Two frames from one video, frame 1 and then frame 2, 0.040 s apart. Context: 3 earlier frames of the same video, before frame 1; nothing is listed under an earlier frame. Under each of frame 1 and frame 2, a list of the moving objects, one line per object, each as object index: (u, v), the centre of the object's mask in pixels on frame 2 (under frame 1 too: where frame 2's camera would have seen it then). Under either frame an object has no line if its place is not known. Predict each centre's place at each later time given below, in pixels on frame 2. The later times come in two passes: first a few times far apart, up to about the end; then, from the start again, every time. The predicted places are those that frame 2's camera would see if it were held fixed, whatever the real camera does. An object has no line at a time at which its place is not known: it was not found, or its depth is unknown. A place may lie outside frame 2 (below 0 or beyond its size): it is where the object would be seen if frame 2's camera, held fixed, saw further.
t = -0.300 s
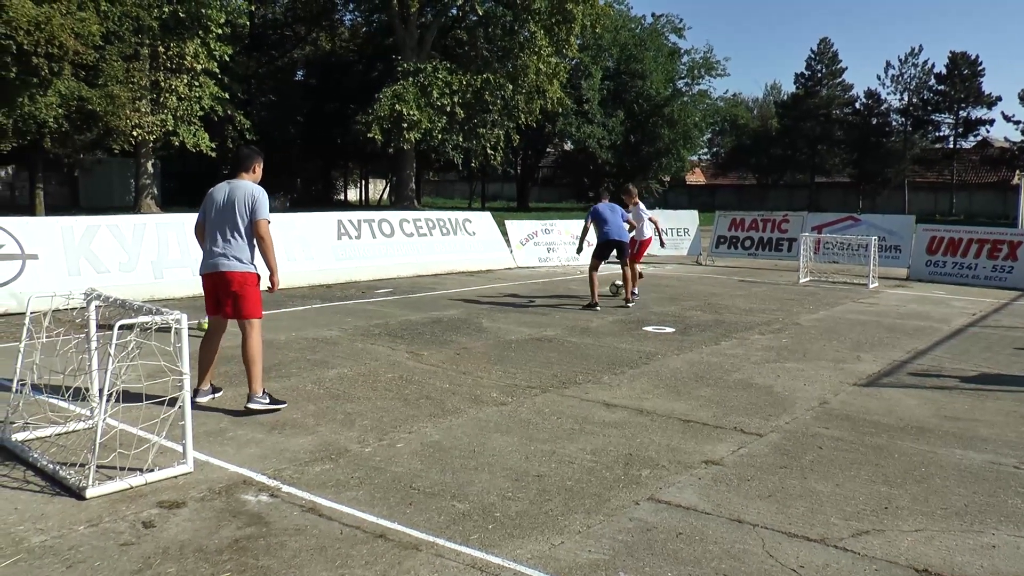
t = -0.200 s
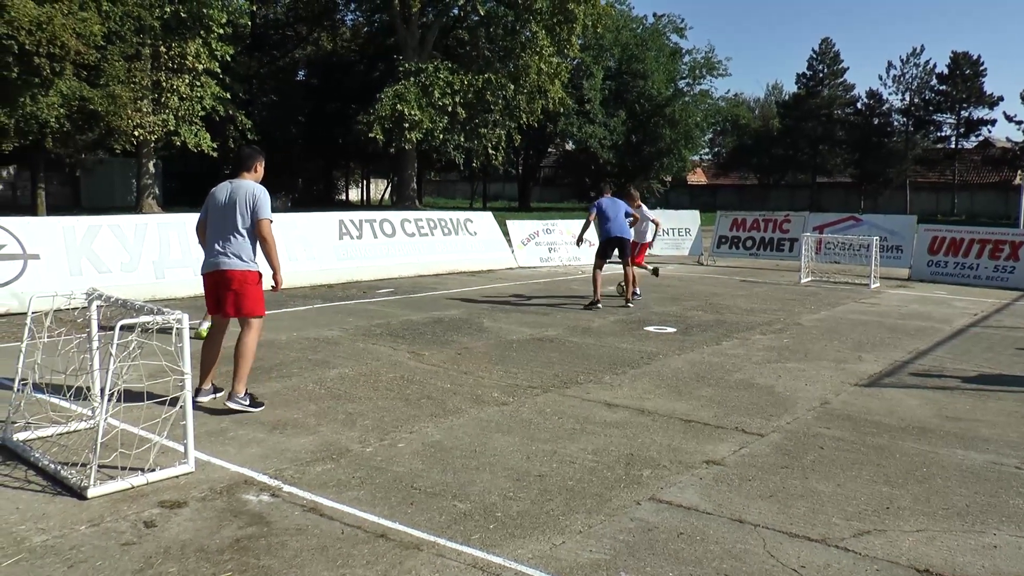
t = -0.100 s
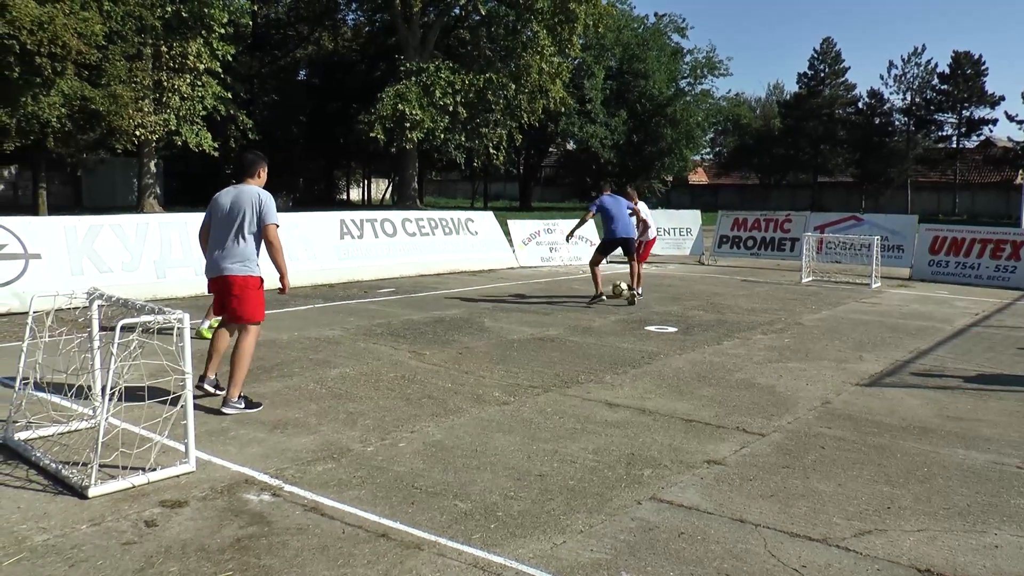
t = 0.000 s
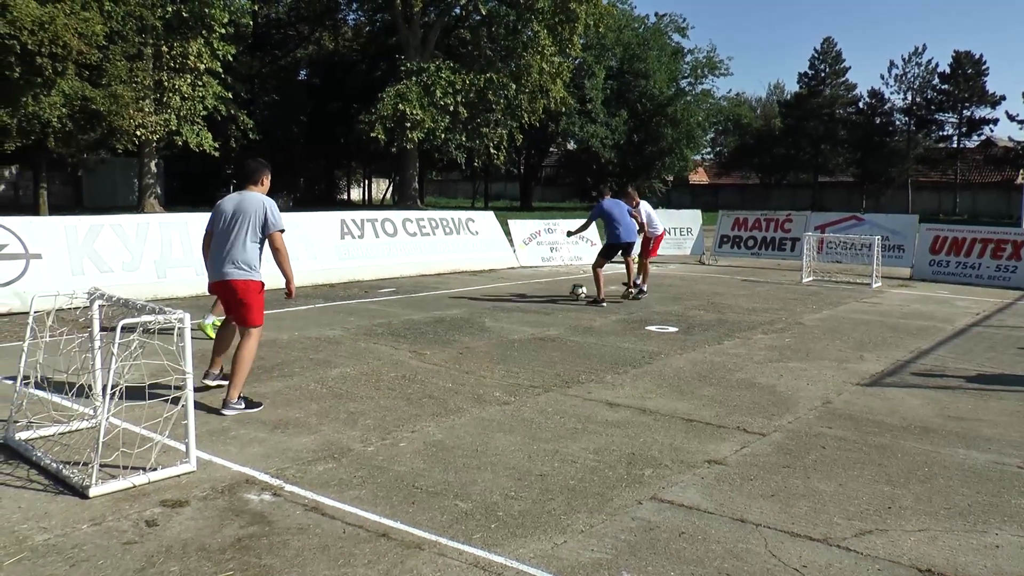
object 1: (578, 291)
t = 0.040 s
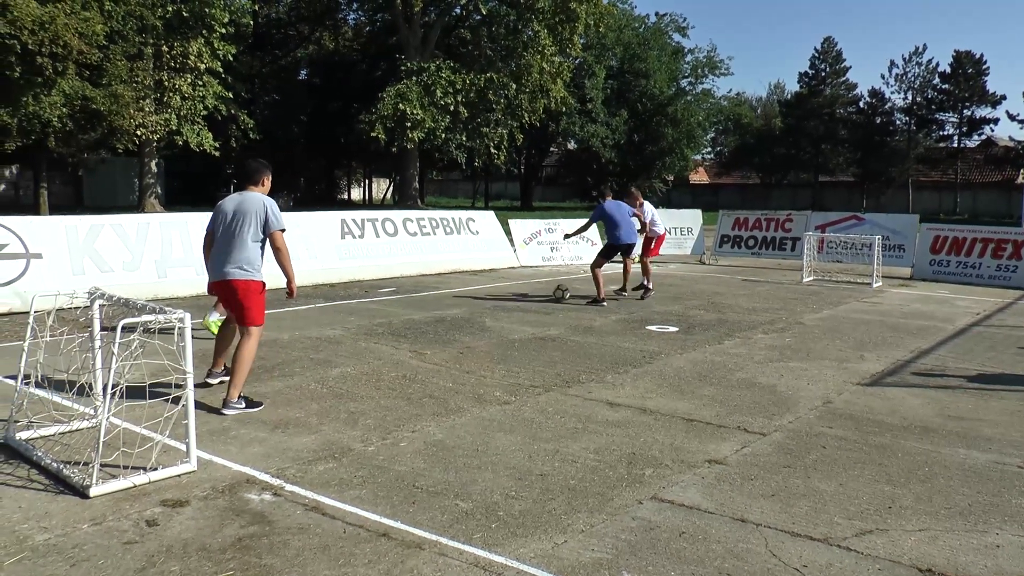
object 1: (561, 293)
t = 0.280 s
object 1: (469, 296)
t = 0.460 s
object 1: (405, 305)
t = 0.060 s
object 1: (552, 294)
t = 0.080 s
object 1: (544, 295)
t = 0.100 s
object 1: (536, 295)
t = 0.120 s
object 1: (528, 295)
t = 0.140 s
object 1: (520, 296)
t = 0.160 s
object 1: (512, 297)
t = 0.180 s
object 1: (504, 297)
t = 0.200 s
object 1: (497, 296)
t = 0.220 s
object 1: (490, 296)
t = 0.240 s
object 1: (483, 296)
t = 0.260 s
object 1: (476, 296)
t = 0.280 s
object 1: (469, 296)
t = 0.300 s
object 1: (461, 297)
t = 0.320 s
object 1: (454, 298)
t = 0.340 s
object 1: (447, 299)
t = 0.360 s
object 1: (439, 301)
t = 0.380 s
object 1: (432, 303)
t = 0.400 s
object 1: (425, 303)
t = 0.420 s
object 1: (419, 303)
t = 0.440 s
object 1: (412, 304)
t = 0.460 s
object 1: (405, 305)
